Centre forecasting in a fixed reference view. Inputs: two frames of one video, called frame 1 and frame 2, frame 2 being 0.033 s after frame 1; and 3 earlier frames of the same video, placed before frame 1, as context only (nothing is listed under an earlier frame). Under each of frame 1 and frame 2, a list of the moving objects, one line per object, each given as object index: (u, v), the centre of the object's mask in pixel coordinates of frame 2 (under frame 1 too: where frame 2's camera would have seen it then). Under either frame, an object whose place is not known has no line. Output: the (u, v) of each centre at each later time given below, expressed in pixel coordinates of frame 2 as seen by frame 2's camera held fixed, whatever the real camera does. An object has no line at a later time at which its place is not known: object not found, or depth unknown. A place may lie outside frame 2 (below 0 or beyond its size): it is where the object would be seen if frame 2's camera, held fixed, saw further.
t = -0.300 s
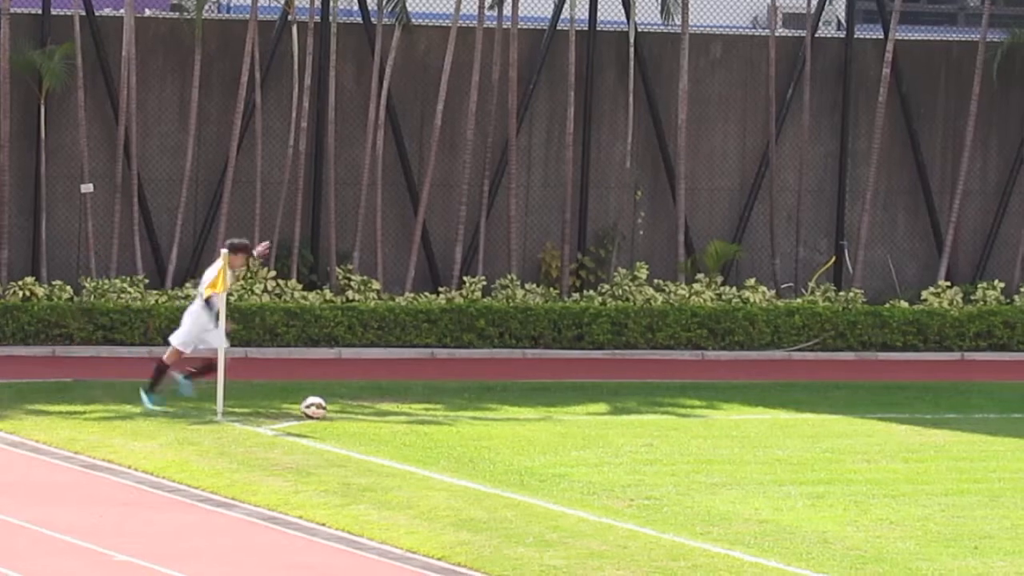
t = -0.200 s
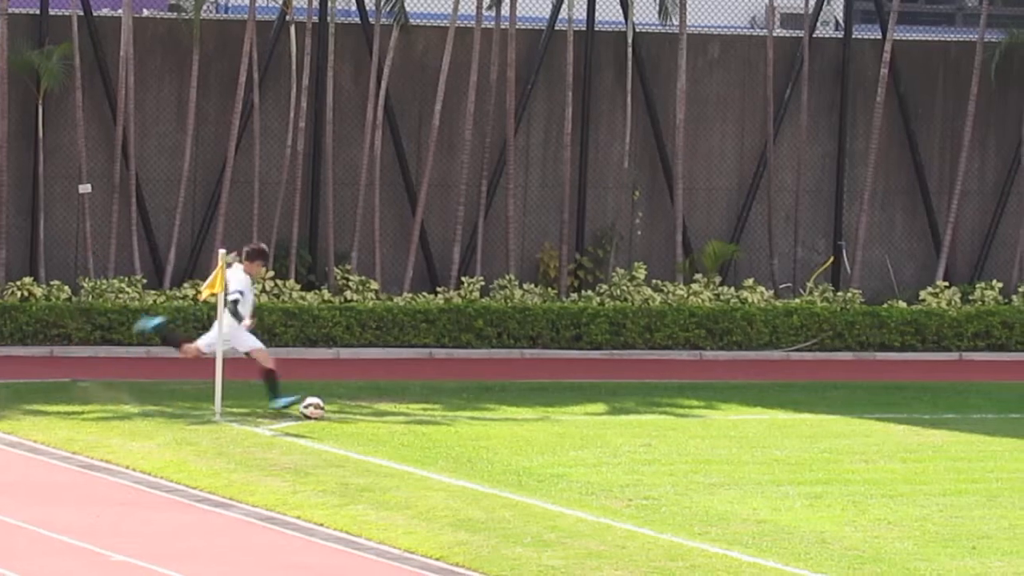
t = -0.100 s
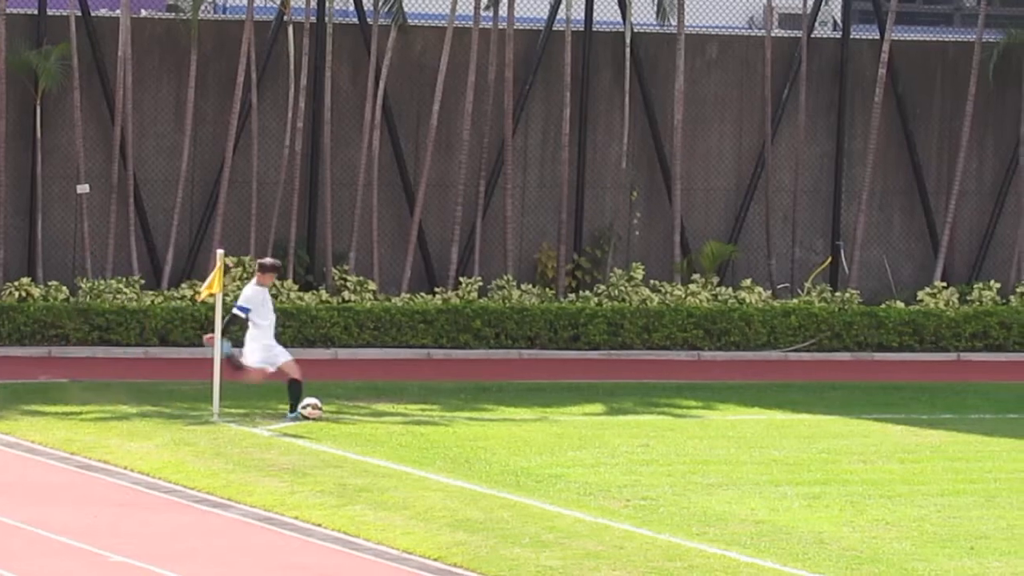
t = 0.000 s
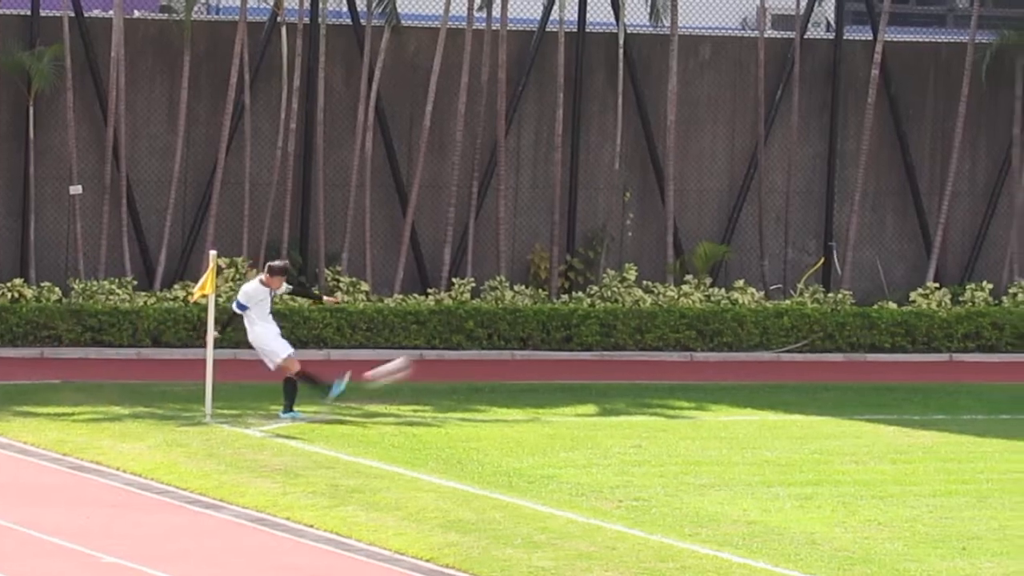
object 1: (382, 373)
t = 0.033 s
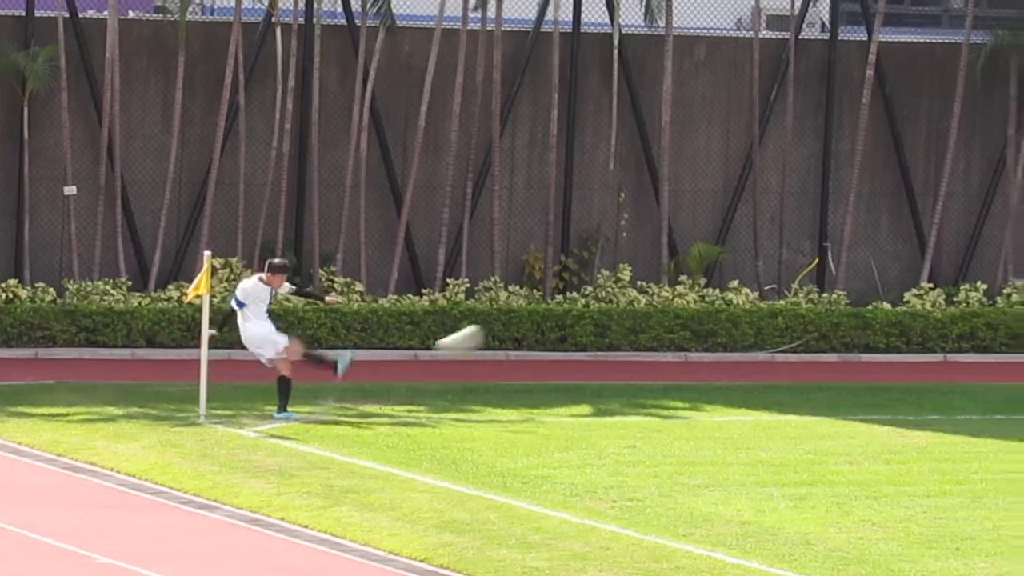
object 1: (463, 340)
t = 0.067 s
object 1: (536, 312)
